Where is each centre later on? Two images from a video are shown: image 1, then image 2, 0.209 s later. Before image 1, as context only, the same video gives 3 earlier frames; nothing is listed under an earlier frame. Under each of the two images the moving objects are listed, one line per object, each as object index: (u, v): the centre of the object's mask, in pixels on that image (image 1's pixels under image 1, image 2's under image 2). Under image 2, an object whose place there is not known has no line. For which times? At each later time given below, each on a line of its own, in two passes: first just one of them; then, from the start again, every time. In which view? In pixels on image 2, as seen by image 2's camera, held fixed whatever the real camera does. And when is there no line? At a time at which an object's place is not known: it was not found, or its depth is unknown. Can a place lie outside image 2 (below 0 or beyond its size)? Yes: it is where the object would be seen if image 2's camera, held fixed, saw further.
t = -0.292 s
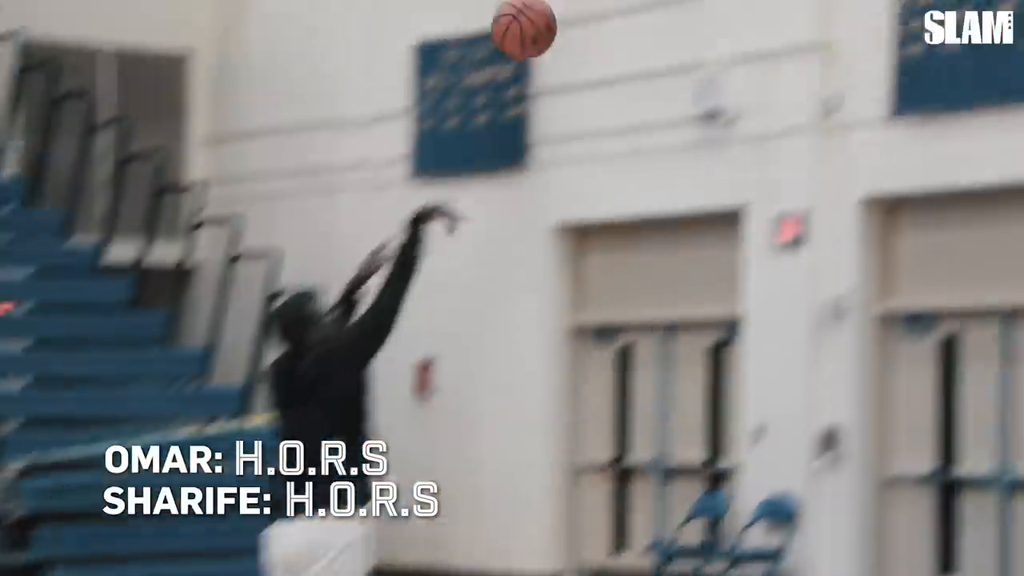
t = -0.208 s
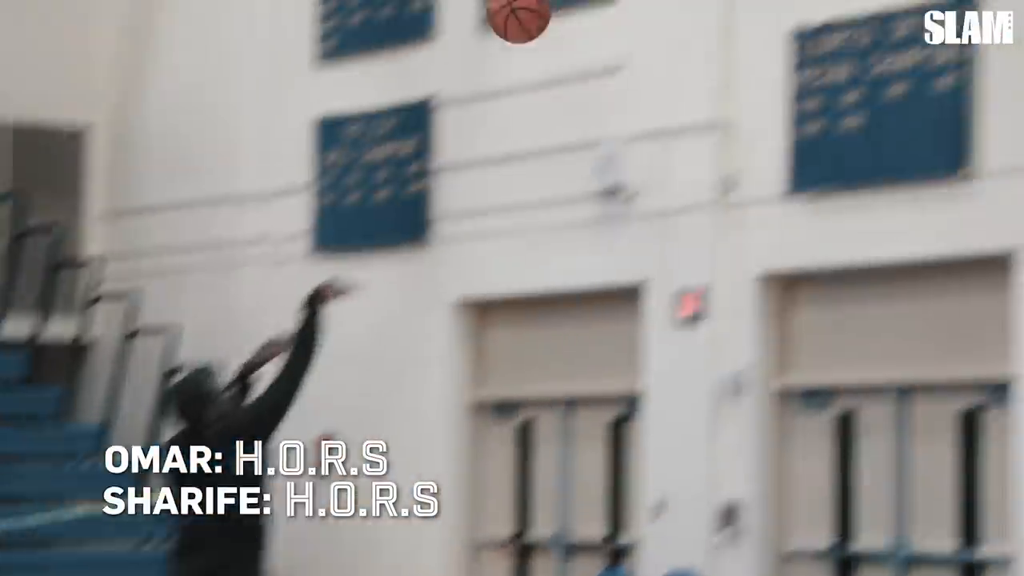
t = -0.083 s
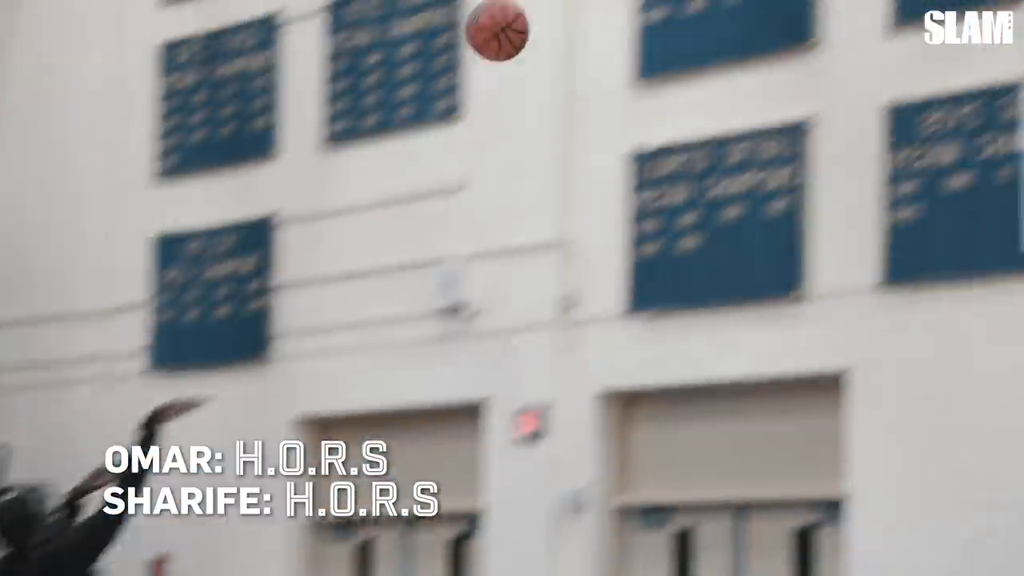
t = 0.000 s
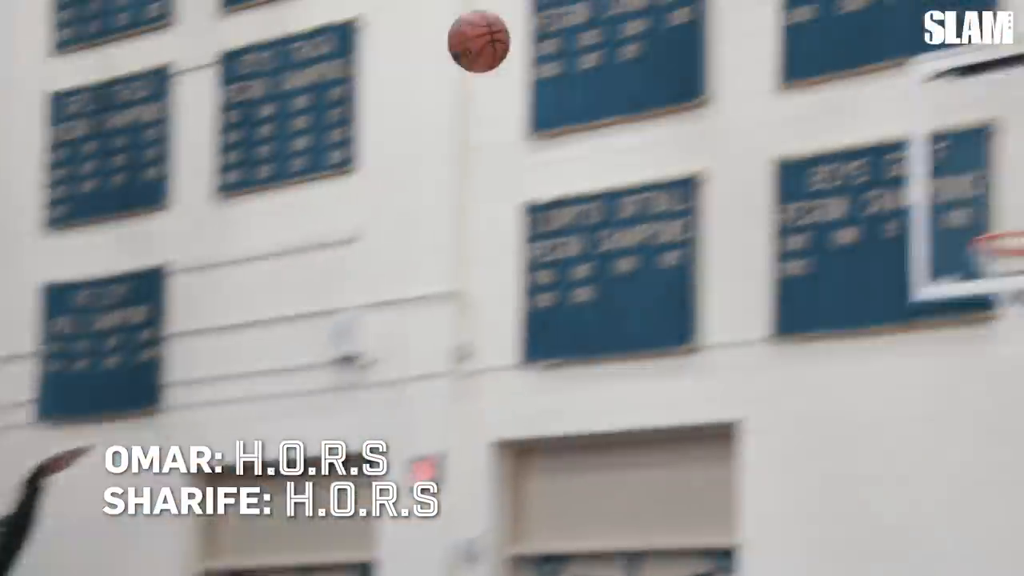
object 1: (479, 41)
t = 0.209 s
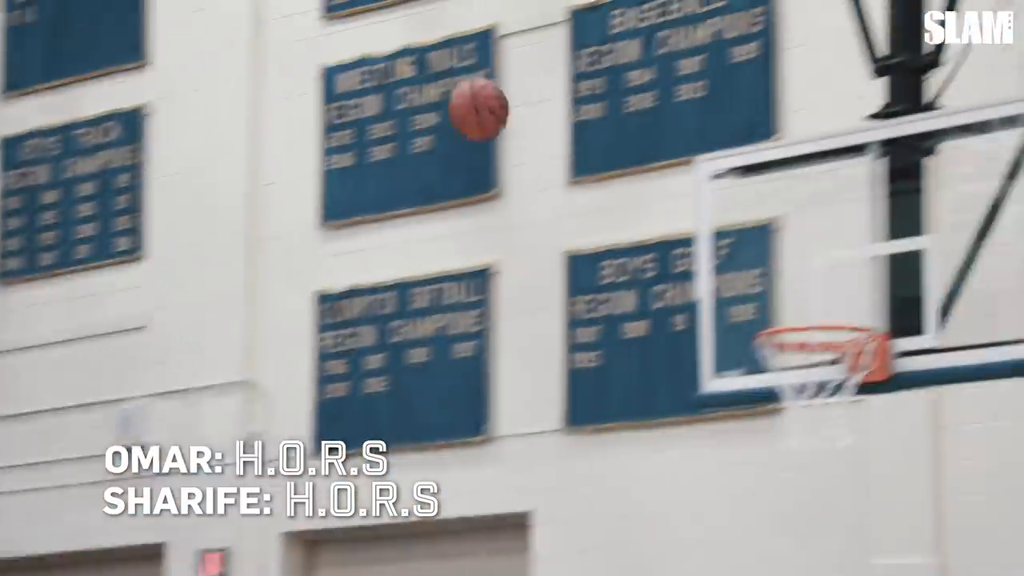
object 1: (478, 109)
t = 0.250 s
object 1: (517, 118)
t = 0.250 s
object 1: (517, 118)
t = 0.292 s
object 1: (557, 132)
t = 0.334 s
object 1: (596, 149)
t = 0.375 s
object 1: (632, 167)
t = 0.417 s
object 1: (671, 194)
